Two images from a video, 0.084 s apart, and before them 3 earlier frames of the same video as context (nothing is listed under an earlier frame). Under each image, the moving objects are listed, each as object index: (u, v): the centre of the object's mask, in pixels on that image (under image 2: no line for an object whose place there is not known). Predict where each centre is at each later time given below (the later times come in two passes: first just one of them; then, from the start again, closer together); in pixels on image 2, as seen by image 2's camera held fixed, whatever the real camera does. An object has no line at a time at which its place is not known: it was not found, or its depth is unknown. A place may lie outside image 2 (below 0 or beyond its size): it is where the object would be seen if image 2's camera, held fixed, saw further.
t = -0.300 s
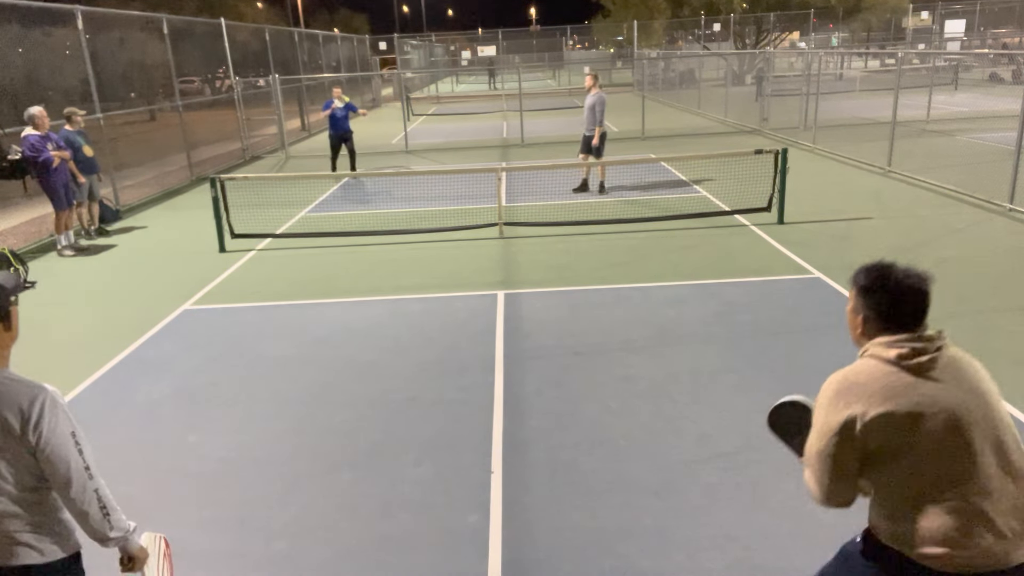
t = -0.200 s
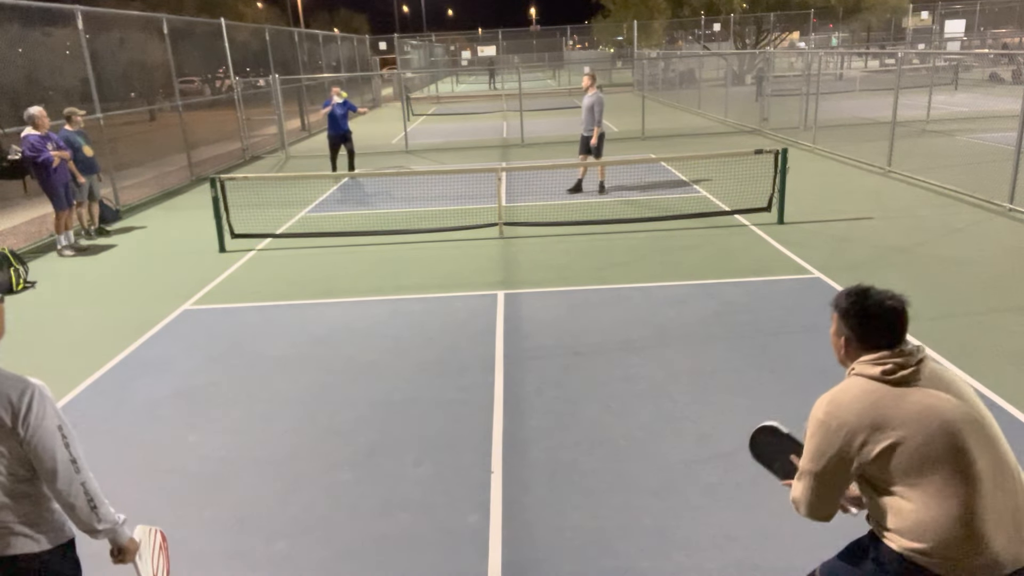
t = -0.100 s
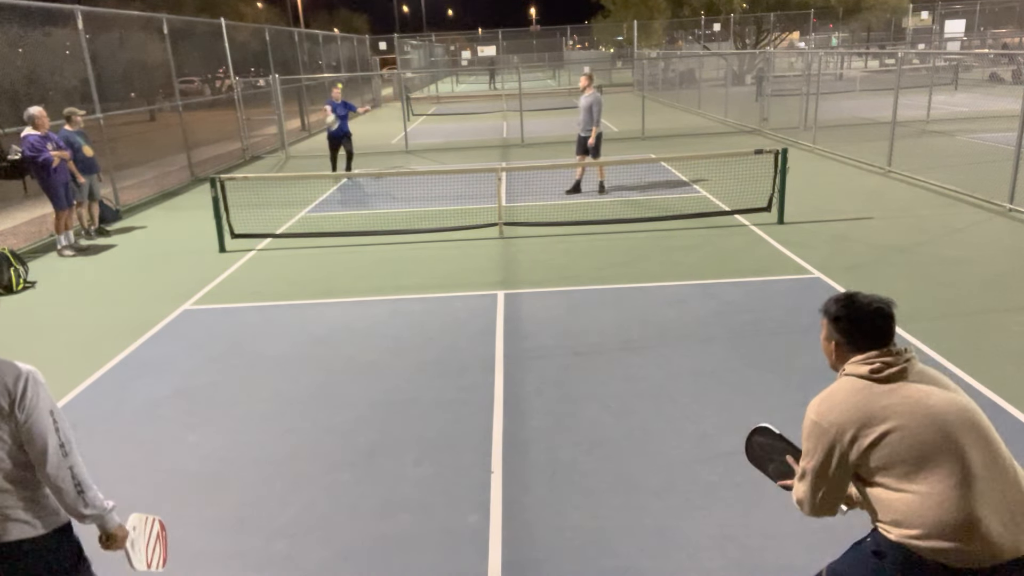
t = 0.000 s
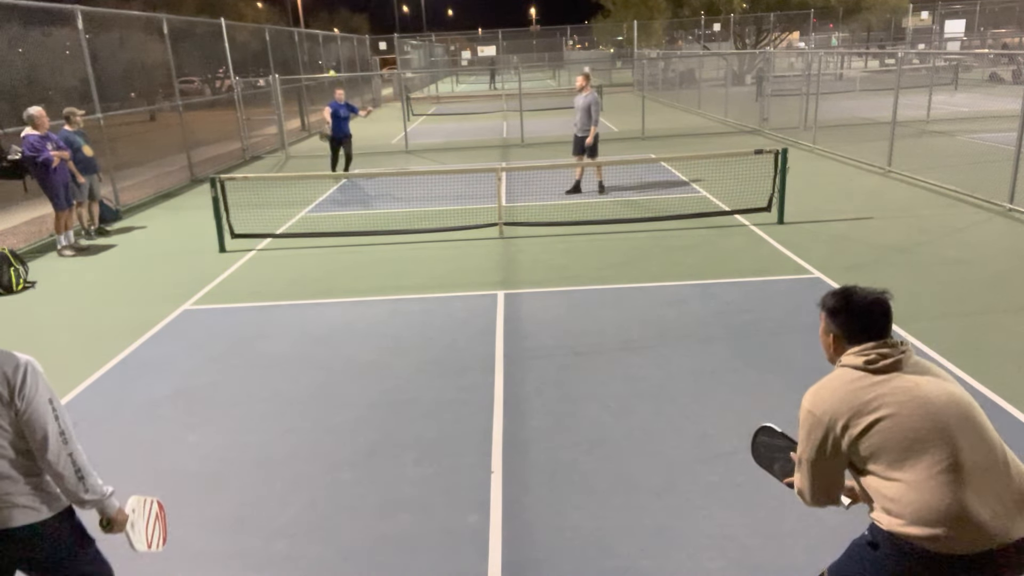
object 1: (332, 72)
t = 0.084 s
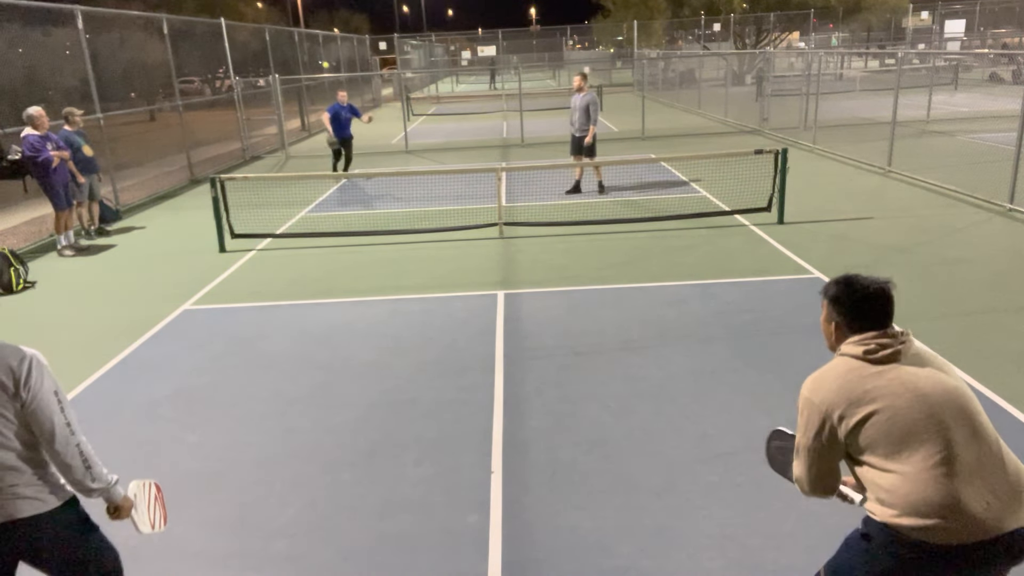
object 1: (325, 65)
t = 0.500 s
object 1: (283, 90)
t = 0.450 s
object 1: (289, 79)
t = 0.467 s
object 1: (287, 82)
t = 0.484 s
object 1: (285, 86)
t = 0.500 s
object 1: (283, 90)
